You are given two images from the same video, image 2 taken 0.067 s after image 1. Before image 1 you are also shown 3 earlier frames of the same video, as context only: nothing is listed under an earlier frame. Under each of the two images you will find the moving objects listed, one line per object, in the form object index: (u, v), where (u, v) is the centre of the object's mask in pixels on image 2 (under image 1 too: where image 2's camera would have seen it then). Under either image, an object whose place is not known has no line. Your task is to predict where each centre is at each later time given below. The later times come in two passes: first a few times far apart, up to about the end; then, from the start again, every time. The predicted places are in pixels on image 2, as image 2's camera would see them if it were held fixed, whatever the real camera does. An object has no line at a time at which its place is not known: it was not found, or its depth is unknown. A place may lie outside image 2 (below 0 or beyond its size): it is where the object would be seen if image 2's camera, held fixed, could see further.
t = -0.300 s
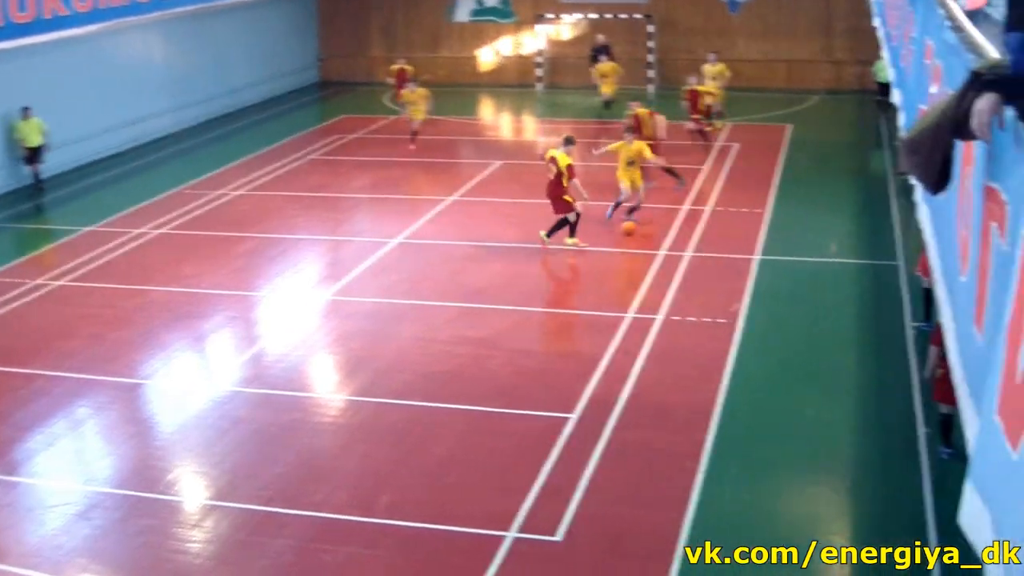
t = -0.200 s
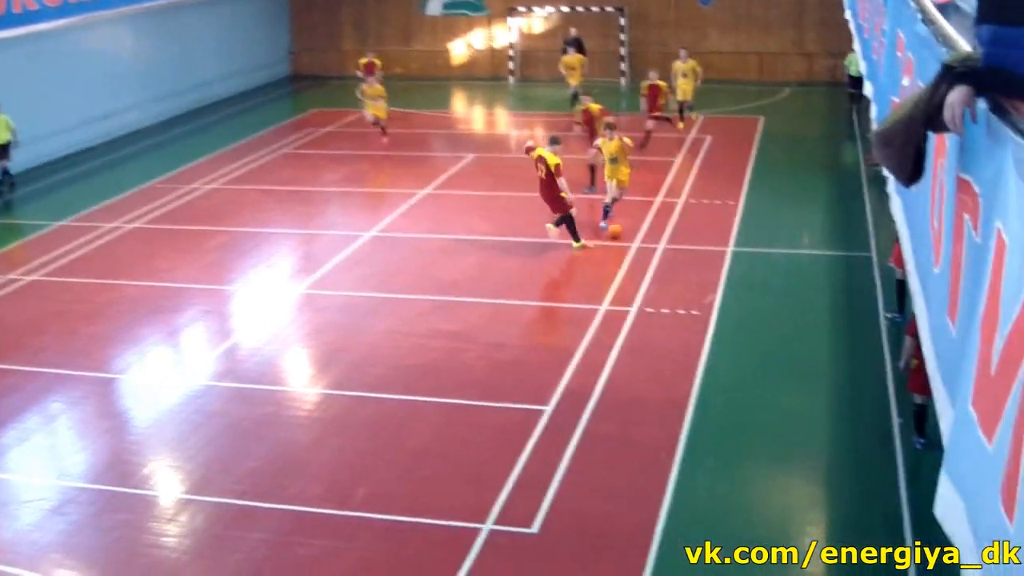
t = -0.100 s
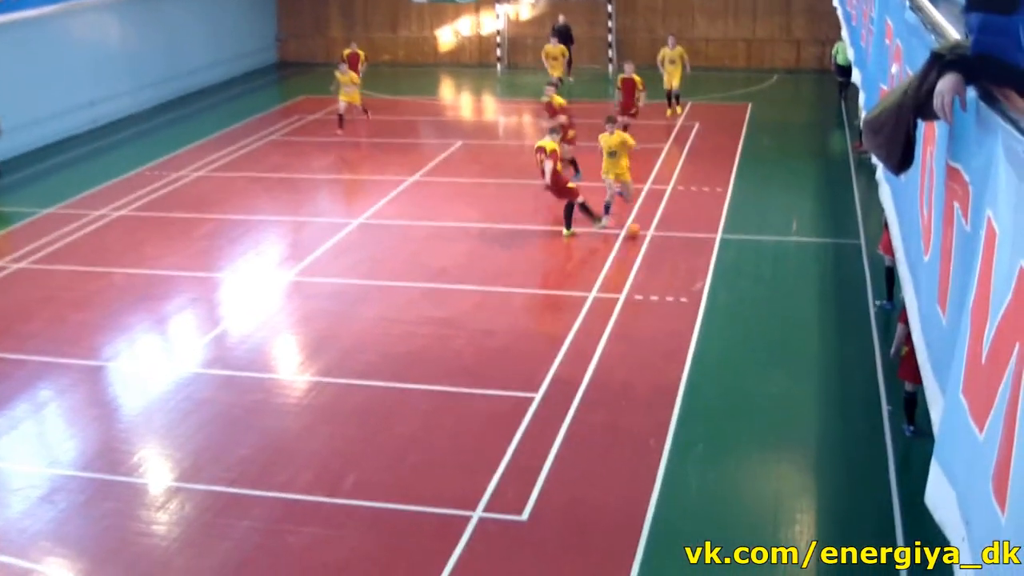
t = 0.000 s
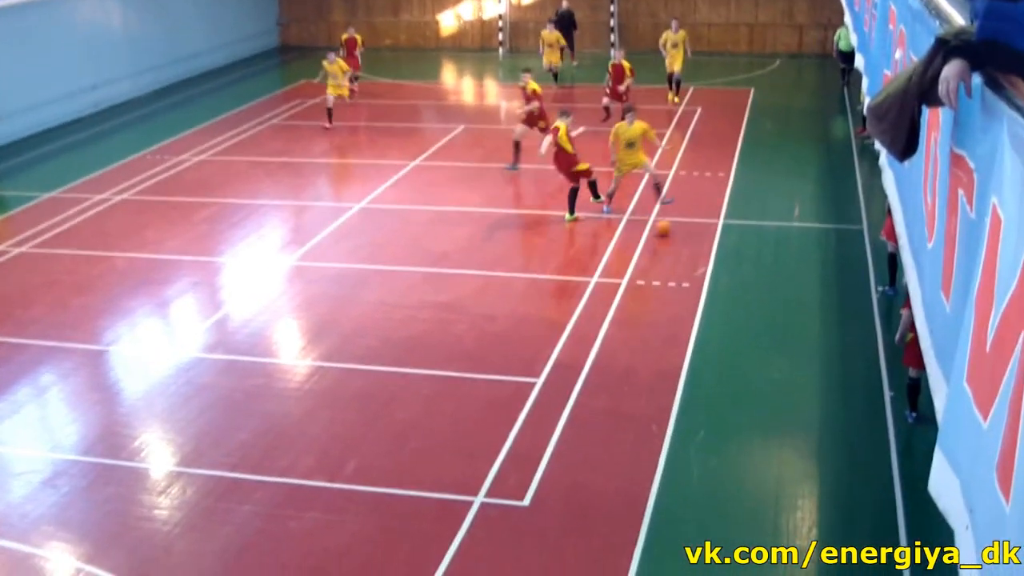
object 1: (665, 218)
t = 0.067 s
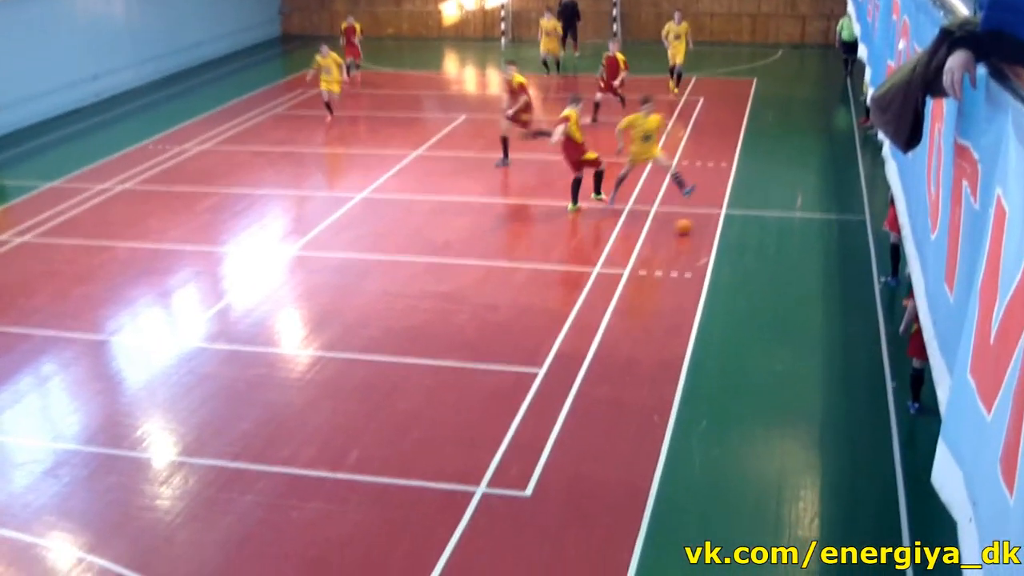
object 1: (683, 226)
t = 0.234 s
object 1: (729, 249)
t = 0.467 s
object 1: (801, 284)
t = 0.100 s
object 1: (692, 231)
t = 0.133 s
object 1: (701, 236)
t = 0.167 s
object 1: (709, 240)
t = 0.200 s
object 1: (720, 244)
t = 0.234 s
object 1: (729, 249)
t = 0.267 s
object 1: (738, 253)
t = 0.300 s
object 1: (749, 259)
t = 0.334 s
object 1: (759, 264)
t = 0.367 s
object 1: (769, 269)
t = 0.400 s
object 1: (779, 274)
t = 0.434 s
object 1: (790, 279)
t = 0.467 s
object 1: (801, 284)
